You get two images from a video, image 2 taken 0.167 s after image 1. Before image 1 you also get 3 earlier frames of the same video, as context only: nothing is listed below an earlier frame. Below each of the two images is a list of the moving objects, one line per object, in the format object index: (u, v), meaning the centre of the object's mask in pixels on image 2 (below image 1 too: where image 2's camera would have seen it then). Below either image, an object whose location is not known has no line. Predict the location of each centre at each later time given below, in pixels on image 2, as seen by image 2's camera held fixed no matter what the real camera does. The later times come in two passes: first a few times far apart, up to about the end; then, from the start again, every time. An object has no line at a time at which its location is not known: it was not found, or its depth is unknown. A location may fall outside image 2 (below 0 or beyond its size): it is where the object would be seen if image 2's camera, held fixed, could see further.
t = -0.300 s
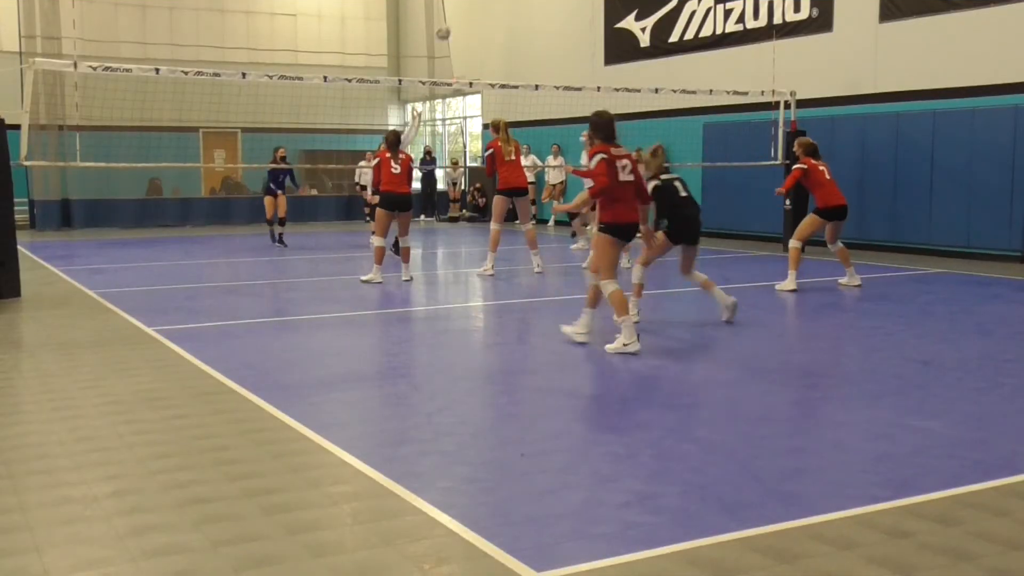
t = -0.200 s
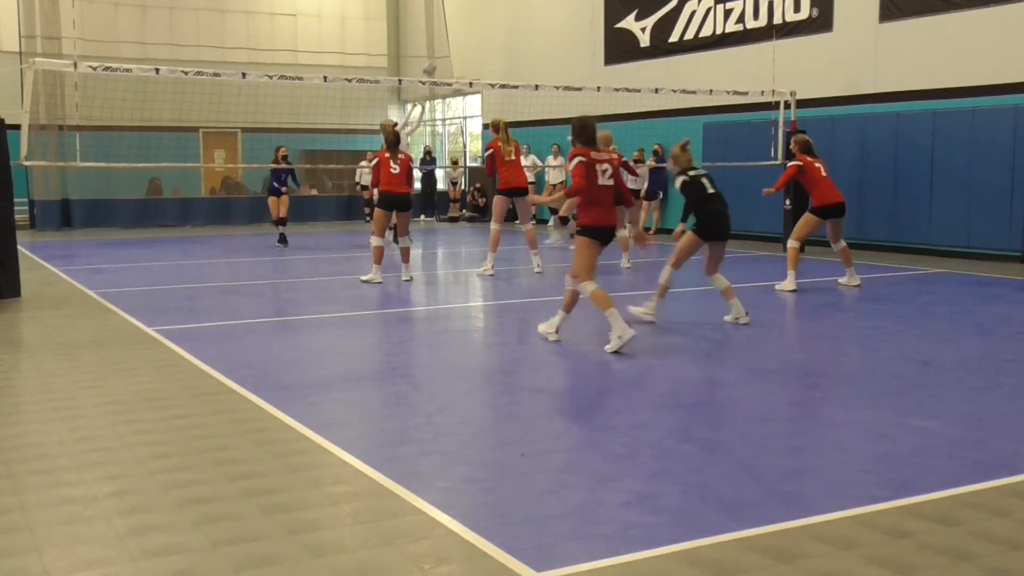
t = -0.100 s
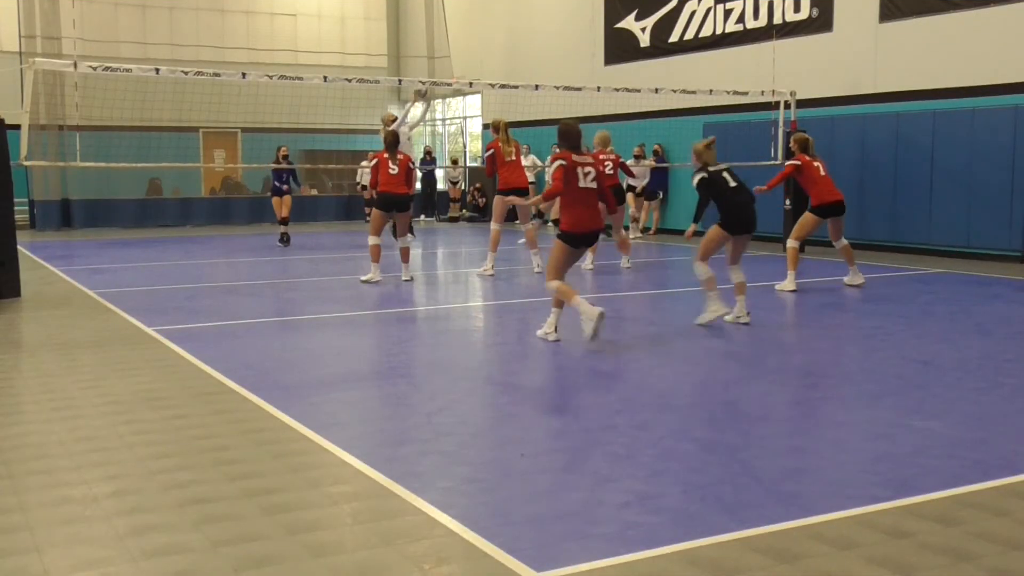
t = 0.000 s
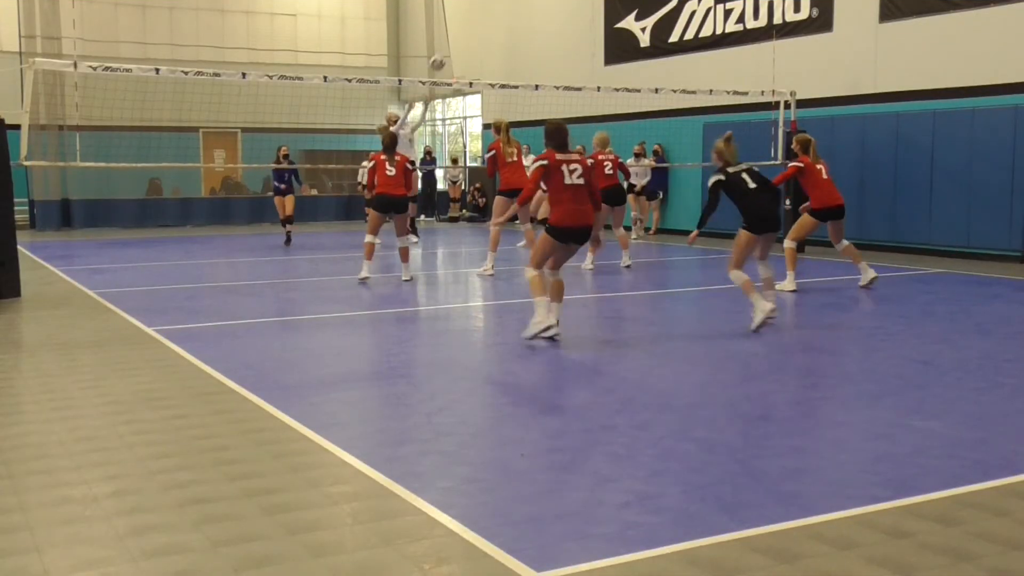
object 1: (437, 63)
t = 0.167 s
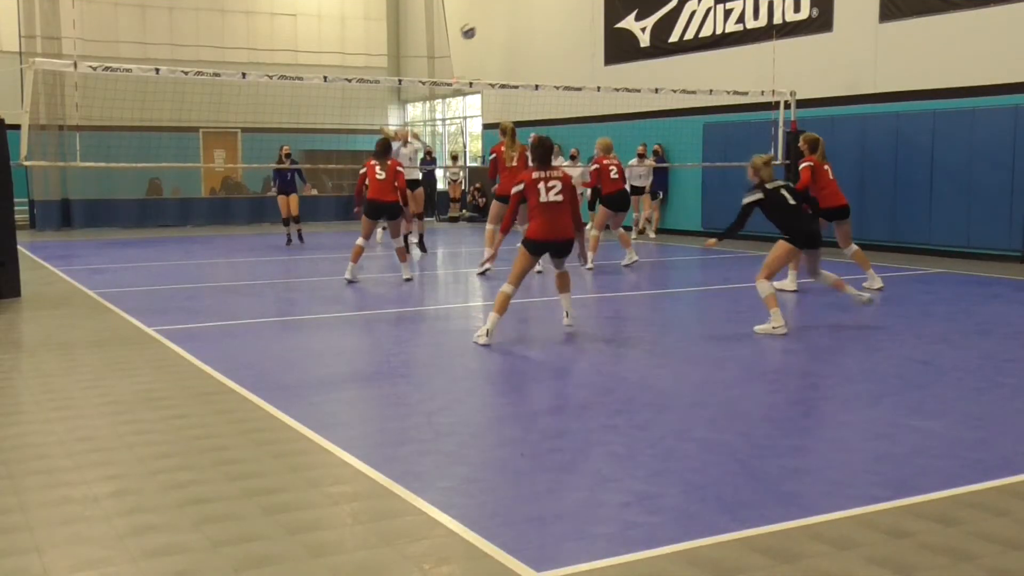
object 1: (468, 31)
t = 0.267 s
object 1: (488, 23)
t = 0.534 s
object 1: (544, 37)
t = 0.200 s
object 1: (474, 28)
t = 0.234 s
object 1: (481, 25)
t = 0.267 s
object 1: (488, 23)
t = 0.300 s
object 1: (494, 21)
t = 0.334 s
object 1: (501, 20)
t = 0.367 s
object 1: (508, 20)
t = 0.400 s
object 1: (515, 22)
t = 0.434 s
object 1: (522, 25)
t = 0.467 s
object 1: (529, 28)
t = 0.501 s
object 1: (537, 32)
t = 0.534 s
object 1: (544, 37)
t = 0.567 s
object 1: (552, 43)
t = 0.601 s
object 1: (559, 50)
